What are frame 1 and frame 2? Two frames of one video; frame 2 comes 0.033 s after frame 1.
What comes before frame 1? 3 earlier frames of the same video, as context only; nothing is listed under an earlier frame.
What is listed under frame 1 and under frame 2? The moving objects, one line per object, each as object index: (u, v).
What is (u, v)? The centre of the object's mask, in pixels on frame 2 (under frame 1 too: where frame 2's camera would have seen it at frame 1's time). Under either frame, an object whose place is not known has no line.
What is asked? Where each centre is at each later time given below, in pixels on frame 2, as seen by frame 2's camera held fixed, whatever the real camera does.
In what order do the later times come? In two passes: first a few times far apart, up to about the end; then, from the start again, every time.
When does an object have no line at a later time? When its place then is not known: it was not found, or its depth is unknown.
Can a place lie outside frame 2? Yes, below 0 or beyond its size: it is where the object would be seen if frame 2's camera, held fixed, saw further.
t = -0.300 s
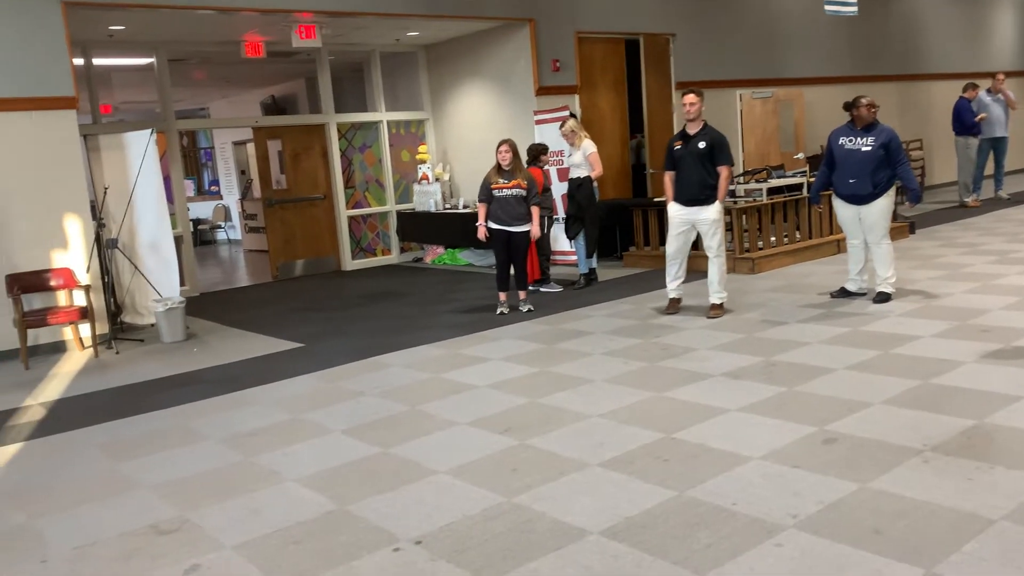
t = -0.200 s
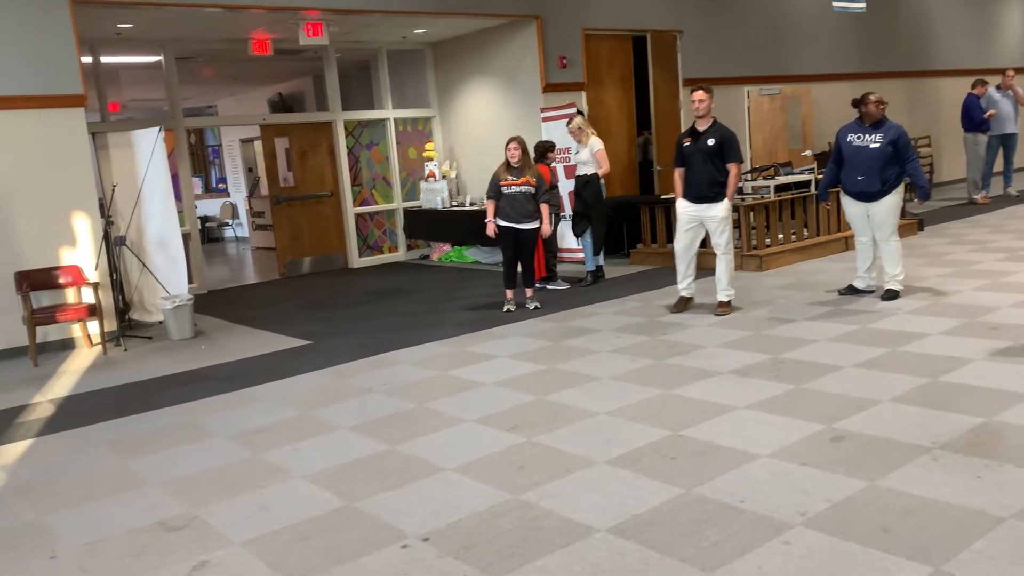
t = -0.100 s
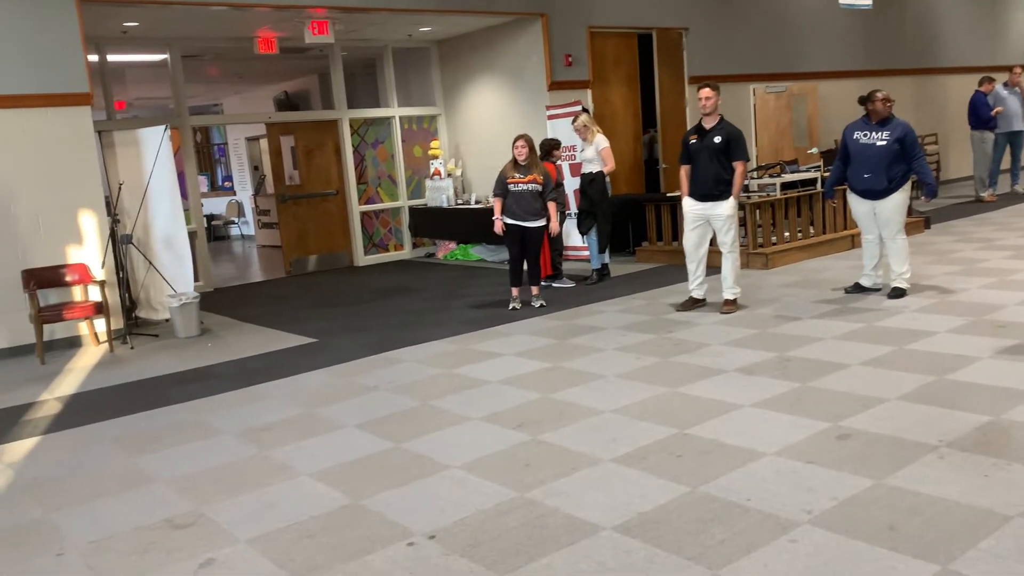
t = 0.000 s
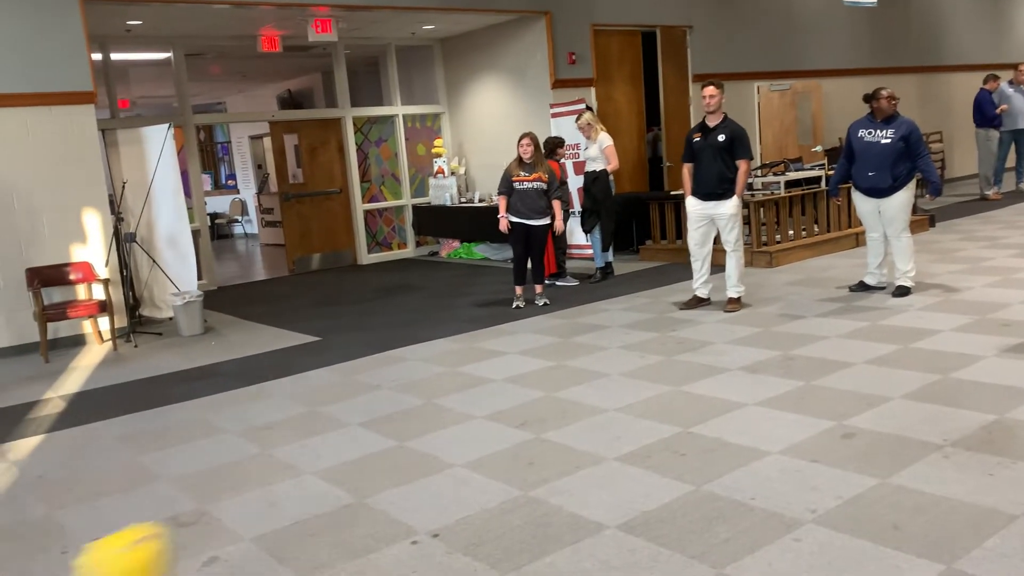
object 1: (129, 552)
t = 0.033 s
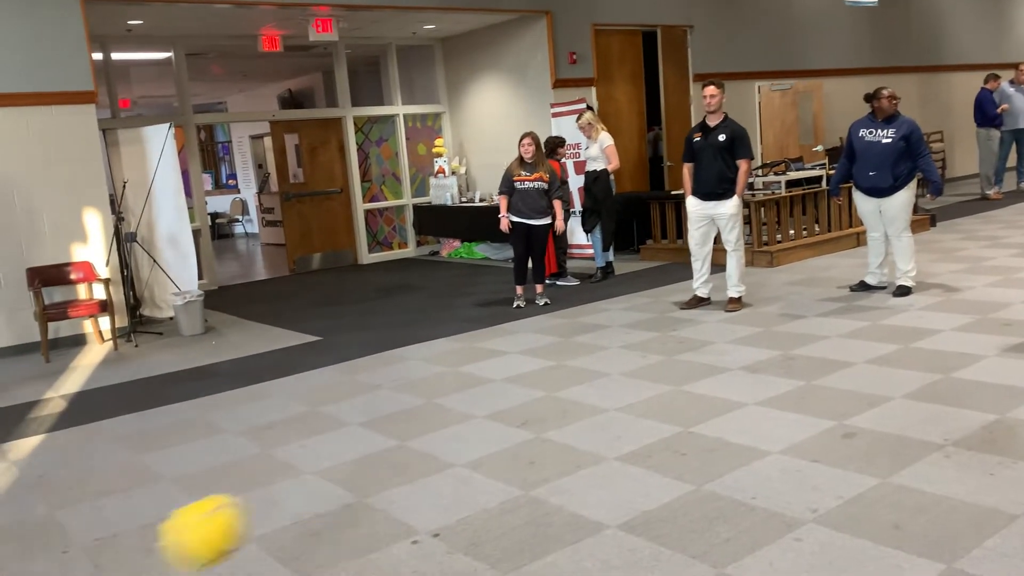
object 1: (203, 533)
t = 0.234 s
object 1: (489, 421)
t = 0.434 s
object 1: (613, 349)
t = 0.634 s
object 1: (688, 312)
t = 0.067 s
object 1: (271, 507)
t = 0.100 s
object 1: (330, 489)
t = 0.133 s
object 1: (382, 476)
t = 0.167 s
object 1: (428, 467)
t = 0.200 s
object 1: (461, 448)
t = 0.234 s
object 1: (489, 421)
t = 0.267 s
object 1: (512, 402)
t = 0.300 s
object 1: (536, 385)
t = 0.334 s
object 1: (557, 371)
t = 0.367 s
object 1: (577, 361)
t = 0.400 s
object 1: (595, 354)
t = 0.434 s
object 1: (613, 349)
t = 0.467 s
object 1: (629, 346)
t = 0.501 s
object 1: (644, 345)
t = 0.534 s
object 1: (657, 341)
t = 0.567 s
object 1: (668, 329)
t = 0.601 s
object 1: (679, 320)
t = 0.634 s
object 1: (688, 312)
